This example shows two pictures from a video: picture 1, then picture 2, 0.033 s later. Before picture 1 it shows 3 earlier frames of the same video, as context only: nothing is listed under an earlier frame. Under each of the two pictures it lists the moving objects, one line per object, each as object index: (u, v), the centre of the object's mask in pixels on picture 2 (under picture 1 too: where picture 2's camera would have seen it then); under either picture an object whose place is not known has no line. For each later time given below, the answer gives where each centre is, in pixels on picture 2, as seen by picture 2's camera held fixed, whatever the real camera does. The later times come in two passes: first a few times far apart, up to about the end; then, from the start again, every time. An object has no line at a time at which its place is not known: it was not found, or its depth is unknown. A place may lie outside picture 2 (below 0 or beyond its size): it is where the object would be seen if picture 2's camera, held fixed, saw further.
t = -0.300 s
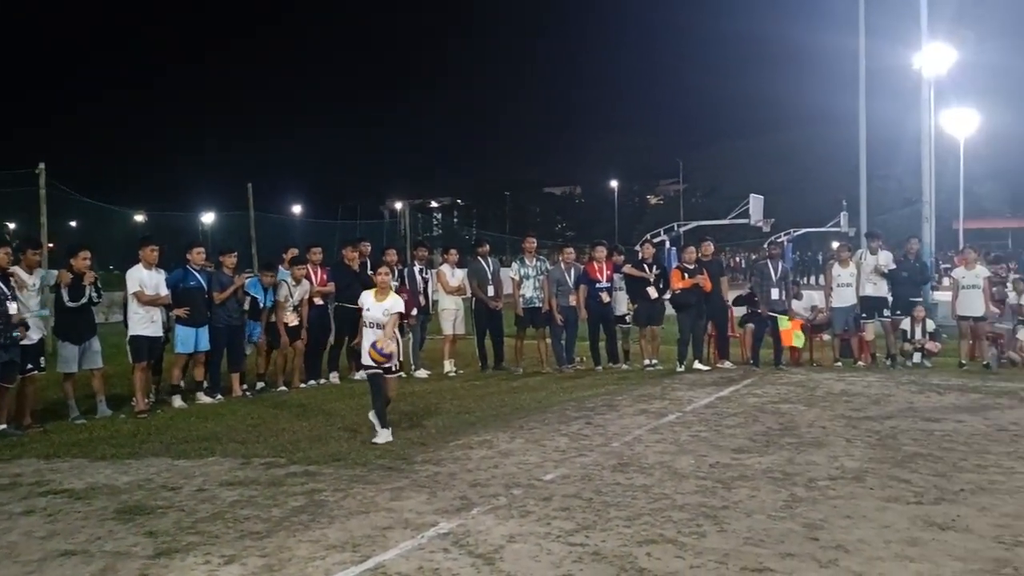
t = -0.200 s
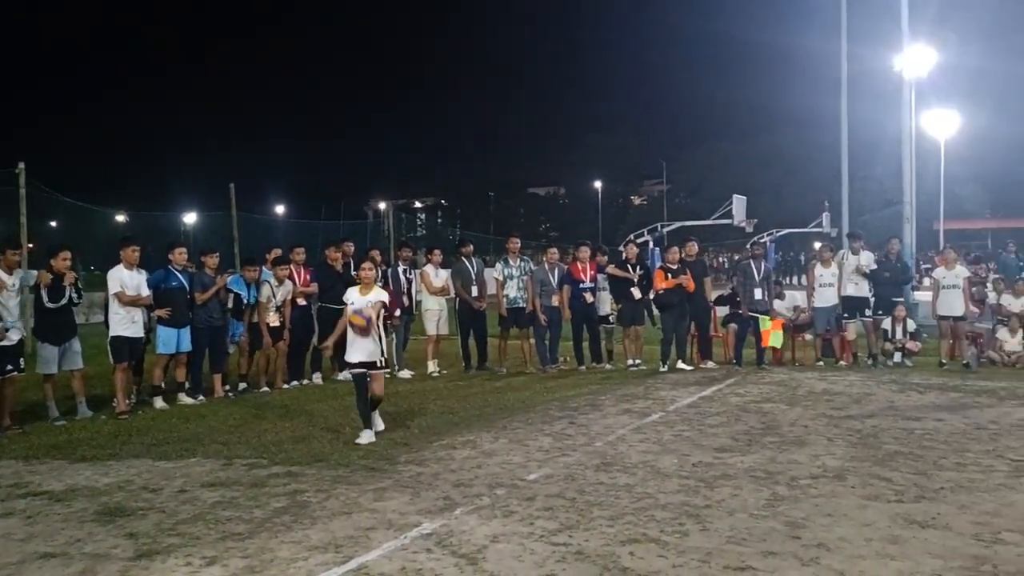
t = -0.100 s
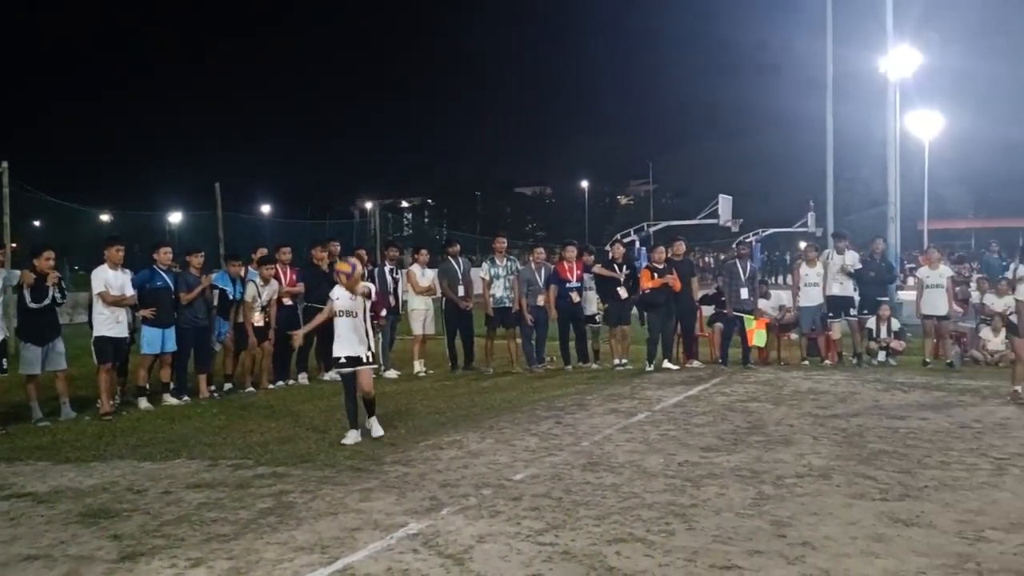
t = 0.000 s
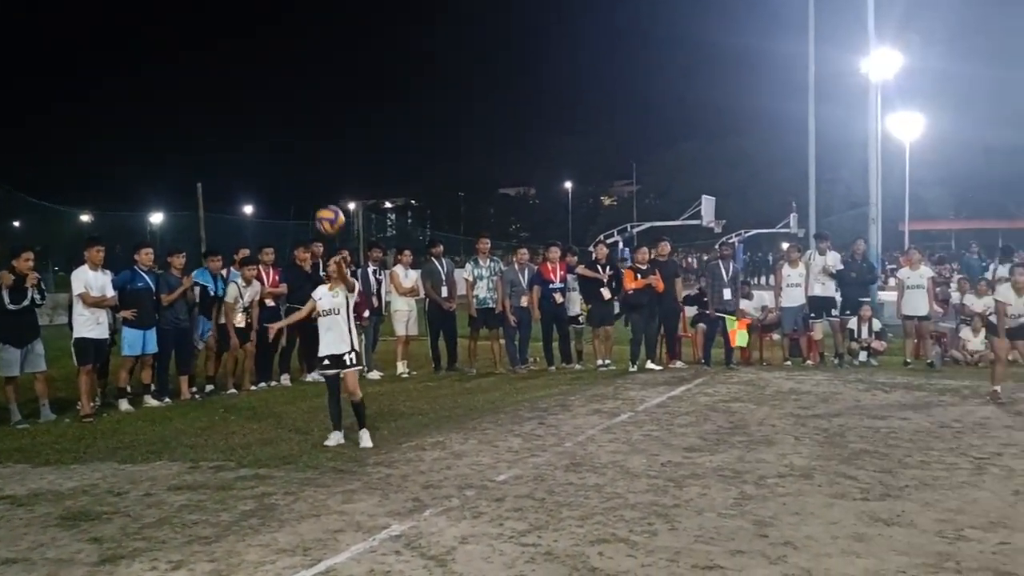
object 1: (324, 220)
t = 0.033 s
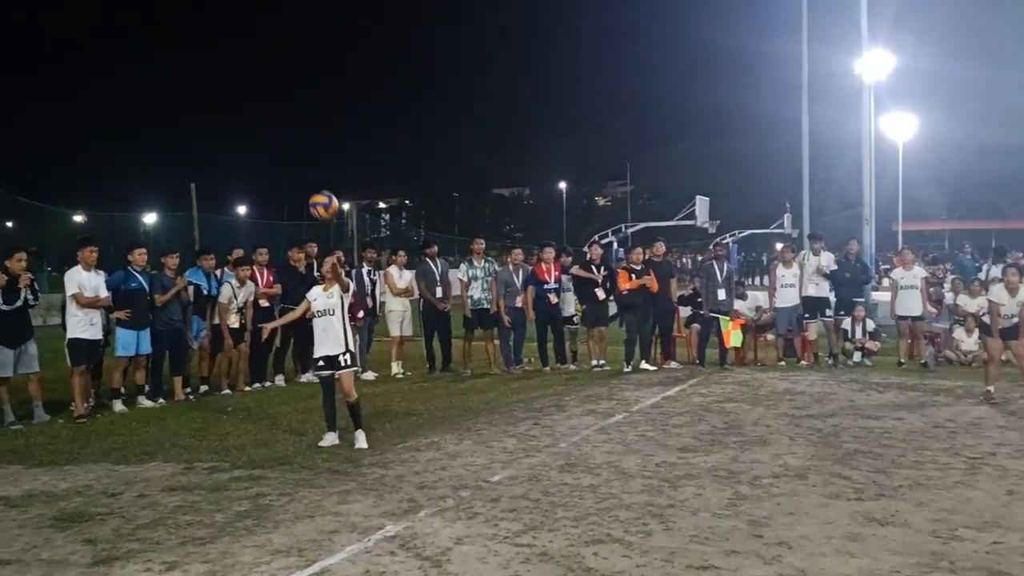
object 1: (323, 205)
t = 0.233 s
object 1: (322, 147)
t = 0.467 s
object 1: (321, 145)
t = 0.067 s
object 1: (324, 193)
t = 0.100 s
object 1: (323, 180)
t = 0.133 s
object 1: (323, 169)
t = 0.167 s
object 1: (323, 161)
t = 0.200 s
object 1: (322, 153)
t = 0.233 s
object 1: (322, 147)
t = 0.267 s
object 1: (322, 142)
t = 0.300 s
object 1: (321, 139)
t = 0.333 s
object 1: (322, 137)
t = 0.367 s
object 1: (321, 137)
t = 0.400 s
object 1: (321, 138)
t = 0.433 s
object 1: (321, 141)
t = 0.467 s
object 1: (321, 145)
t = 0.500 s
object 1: (321, 151)
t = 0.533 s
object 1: (321, 159)
